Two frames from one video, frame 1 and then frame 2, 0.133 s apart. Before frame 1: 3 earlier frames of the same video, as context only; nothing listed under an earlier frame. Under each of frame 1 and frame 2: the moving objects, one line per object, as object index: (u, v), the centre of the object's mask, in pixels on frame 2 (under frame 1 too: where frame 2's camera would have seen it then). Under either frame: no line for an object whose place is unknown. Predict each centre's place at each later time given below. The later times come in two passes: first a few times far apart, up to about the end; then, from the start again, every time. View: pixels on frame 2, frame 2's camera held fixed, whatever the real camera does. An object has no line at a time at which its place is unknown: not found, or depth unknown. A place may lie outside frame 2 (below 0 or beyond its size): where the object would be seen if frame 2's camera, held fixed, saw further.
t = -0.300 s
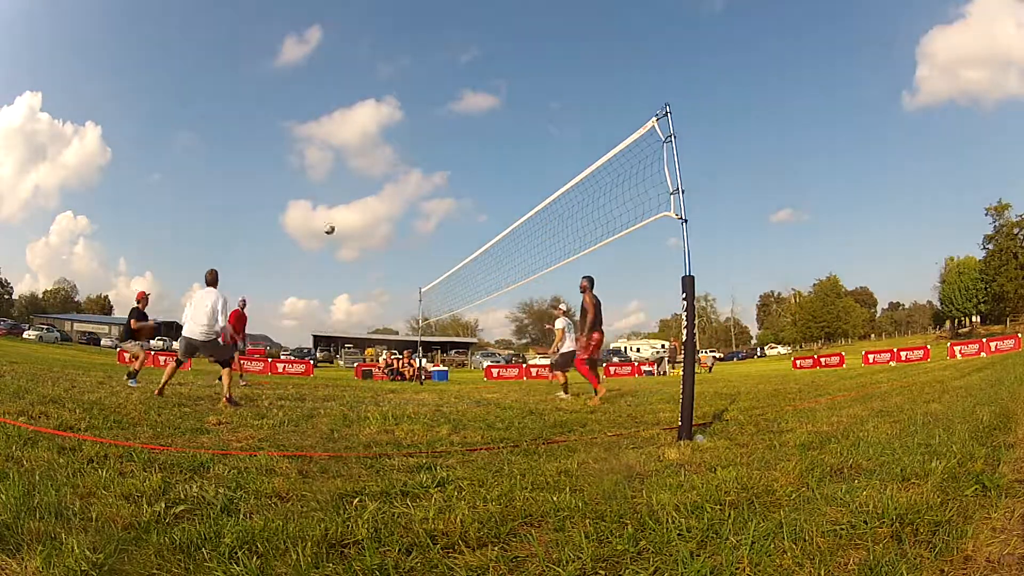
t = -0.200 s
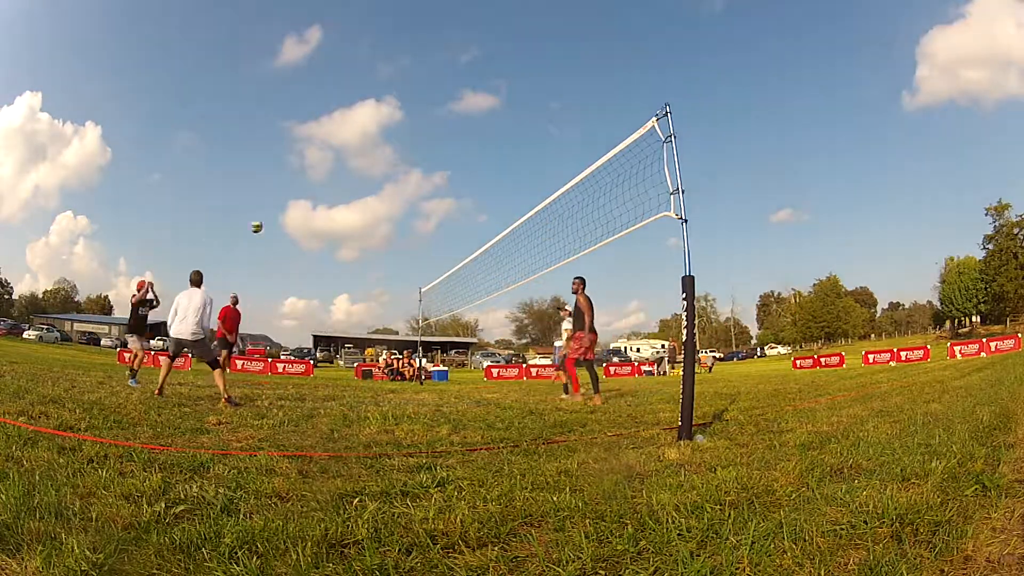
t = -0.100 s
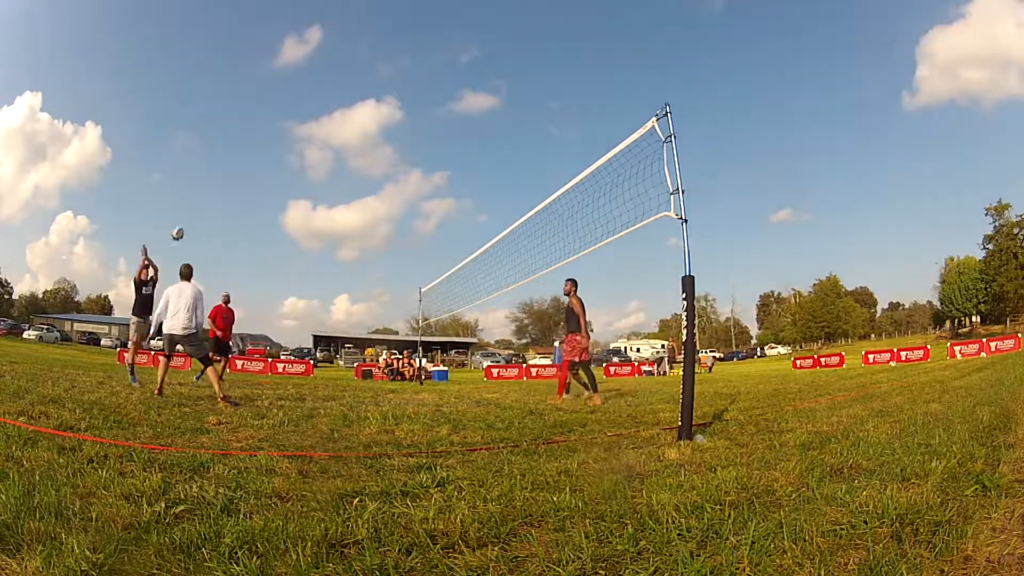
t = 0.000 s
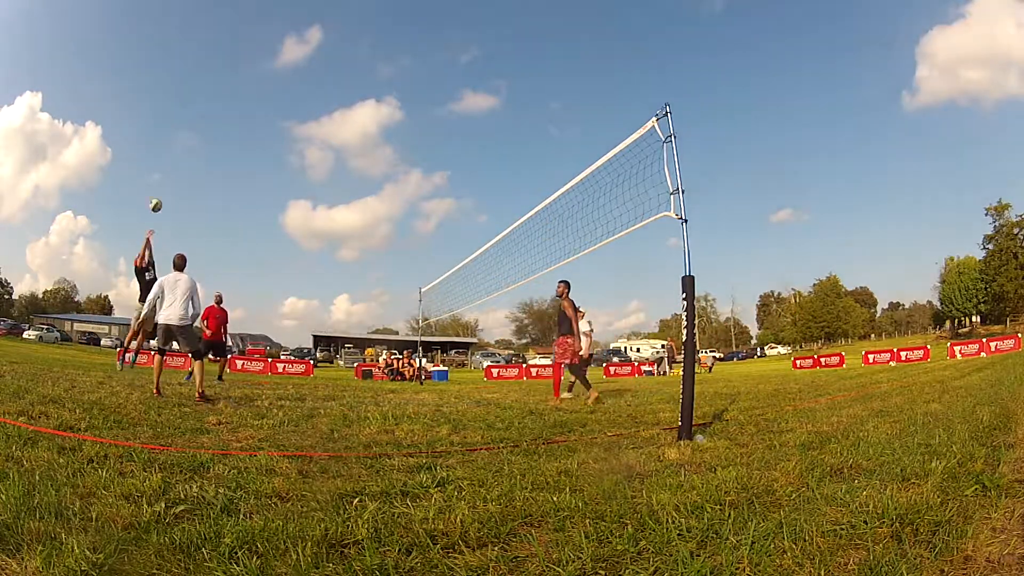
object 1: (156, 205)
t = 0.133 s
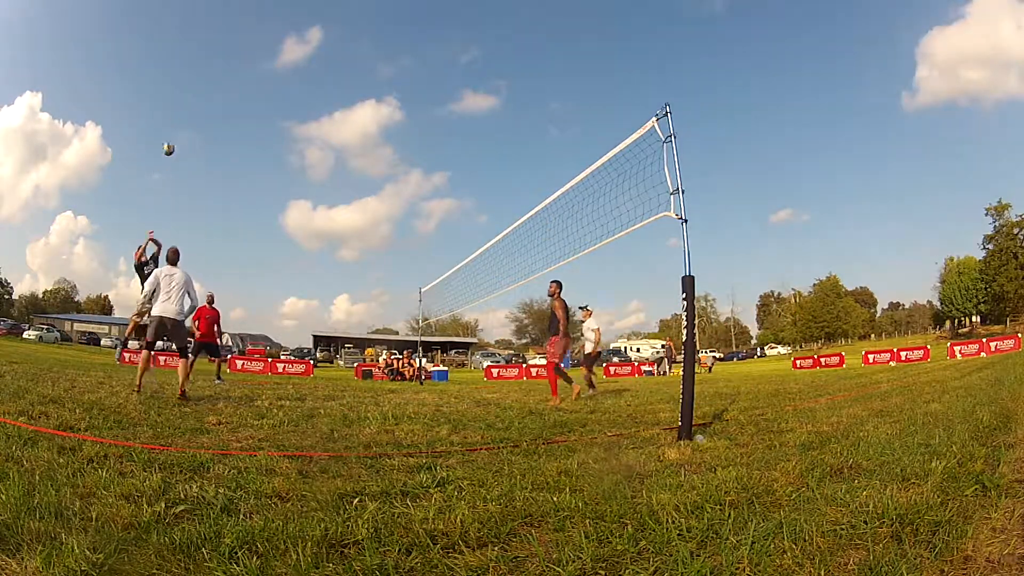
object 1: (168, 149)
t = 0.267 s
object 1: (180, 106)
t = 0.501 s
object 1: (193, 59)
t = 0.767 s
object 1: (197, 40)
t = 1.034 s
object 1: (191, 54)
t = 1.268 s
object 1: (176, 100)
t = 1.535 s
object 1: (153, 199)
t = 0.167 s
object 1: (172, 138)
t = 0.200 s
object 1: (175, 126)
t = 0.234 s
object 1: (177, 116)
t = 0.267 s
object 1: (180, 106)
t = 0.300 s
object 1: (182, 97)
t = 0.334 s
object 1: (184, 89)
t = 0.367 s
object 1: (186, 82)
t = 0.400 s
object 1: (189, 76)
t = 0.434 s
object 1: (190, 70)
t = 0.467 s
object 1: (191, 64)
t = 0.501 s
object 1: (193, 59)
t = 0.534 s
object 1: (195, 55)
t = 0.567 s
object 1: (195, 51)
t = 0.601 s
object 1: (196, 48)
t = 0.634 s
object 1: (197, 45)
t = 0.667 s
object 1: (197, 43)
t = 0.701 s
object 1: (198, 41)
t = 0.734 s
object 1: (198, 40)
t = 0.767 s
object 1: (197, 40)
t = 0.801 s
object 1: (197, 40)
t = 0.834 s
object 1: (197, 40)
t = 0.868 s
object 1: (196, 41)
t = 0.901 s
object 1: (195, 43)
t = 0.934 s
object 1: (194, 45)
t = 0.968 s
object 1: (193, 48)
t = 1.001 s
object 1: (192, 51)
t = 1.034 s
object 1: (191, 54)
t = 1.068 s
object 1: (189, 59)
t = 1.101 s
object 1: (187, 64)
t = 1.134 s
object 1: (185, 70)
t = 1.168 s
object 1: (183, 76)
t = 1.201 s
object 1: (180, 83)
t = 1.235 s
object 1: (178, 91)
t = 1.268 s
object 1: (176, 100)
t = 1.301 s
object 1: (173, 109)
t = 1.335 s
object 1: (170, 119)
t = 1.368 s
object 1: (167, 131)
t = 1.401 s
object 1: (164, 143)
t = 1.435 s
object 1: (161, 155)
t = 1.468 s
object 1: (158, 169)
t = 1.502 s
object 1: (156, 184)
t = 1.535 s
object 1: (153, 199)
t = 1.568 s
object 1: (150, 215)
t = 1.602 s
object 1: (148, 234)
